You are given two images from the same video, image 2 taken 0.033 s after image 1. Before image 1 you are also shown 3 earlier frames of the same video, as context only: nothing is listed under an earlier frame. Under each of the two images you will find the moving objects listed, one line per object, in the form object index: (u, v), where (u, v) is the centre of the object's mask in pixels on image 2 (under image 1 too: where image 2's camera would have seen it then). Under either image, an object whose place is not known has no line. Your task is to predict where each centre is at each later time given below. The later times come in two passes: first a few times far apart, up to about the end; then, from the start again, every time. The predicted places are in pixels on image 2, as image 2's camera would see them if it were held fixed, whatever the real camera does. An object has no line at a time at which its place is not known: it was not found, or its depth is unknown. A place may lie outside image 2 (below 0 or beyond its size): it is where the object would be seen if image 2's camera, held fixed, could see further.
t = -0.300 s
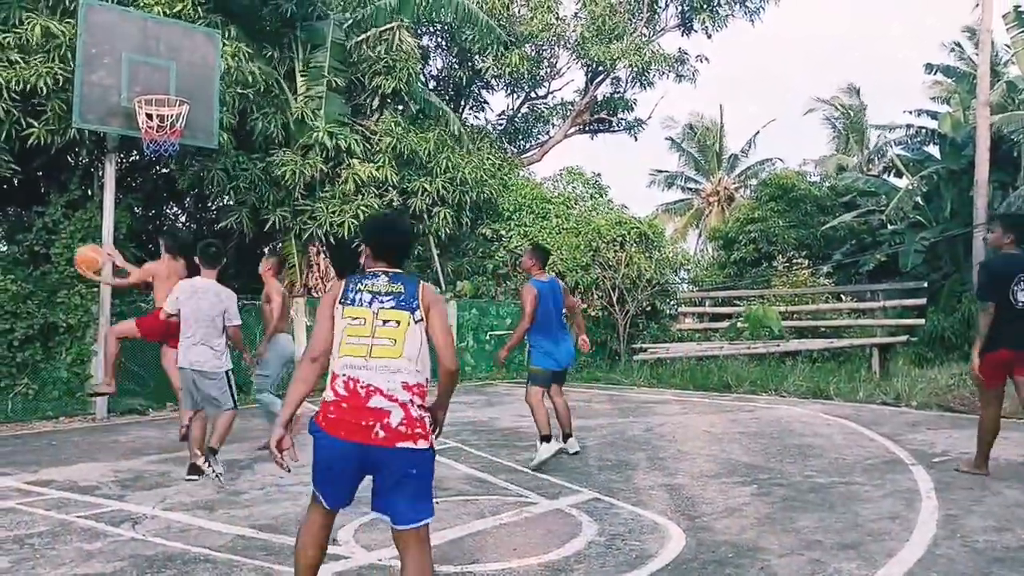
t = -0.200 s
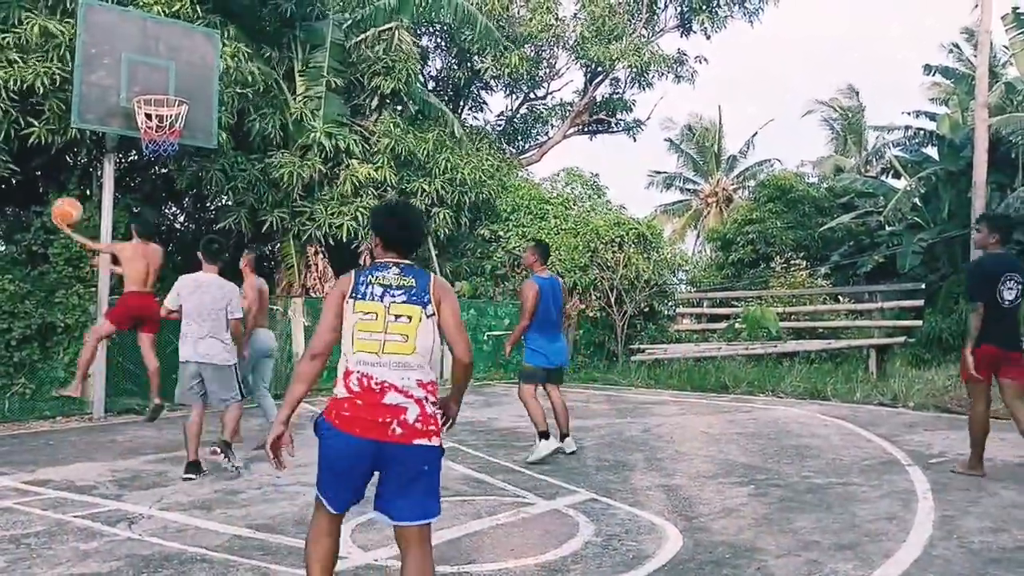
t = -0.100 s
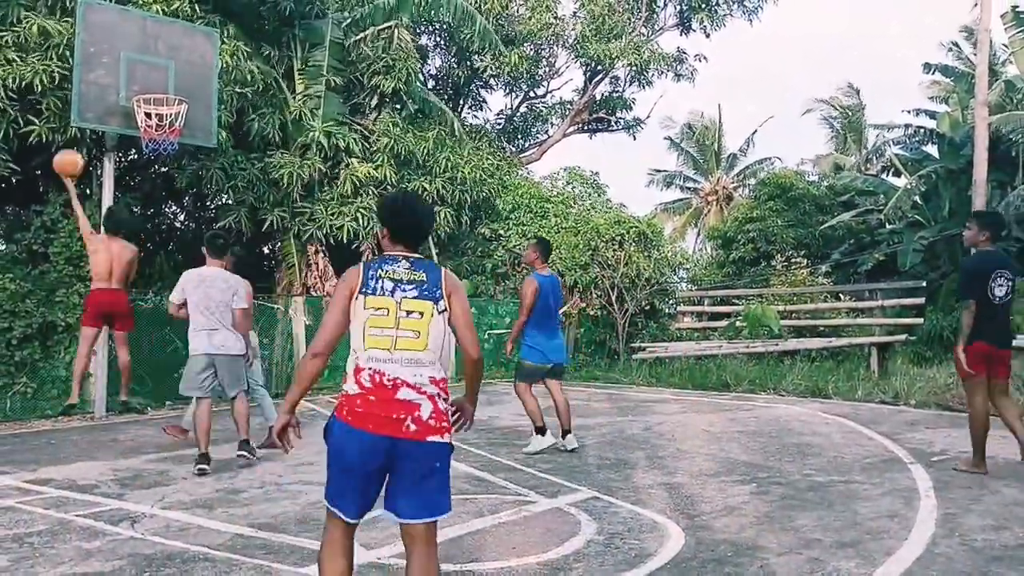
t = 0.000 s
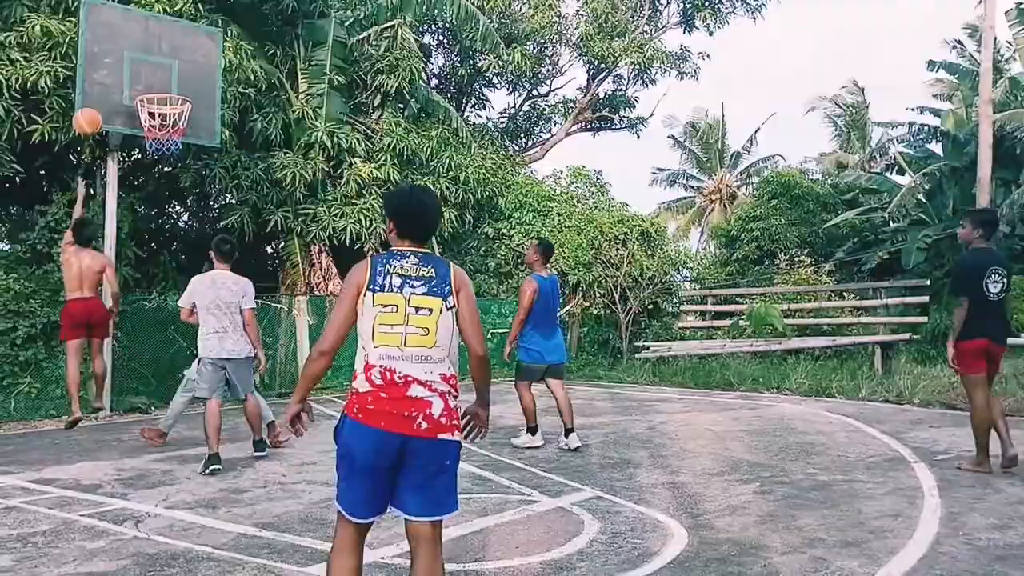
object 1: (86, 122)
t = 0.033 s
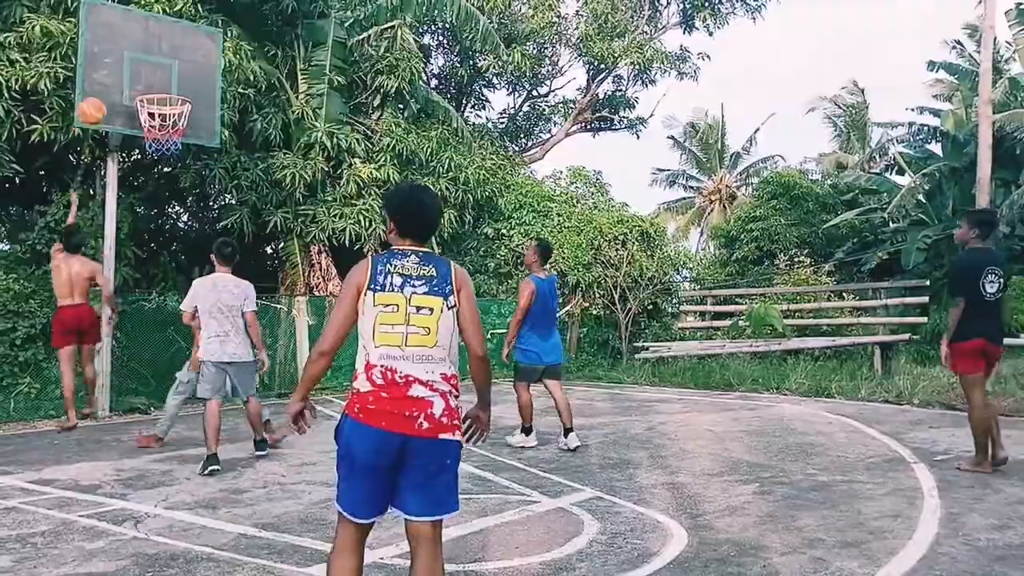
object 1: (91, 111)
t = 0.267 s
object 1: (121, 74)
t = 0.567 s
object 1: (163, 83)
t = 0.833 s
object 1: (149, 154)
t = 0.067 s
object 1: (96, 102)
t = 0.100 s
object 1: (100, 93)
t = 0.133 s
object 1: (104, 86)
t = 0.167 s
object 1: (109, 81)
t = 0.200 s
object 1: (112, 77)
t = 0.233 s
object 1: (117, 75)
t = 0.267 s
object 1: (121, 74)
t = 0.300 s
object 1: (124, 72)
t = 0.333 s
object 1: (129, 69)
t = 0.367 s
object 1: (134, 69)
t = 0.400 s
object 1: (139, 68)
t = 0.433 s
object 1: (144, 69)
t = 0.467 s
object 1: (149, 71)
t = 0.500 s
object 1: (154, 75)
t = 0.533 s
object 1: (159, 78)
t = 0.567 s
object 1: (163, 83)
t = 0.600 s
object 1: (170, 88)
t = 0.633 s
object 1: (173, 91)
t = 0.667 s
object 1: (168, 106)
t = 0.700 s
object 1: (165, 110)
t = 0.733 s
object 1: (160, 123)
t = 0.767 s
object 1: (154, 131)
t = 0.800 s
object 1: (153, 144)
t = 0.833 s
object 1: (149, 154)
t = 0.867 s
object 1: (145, 166)
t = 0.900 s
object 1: (141, 178)
